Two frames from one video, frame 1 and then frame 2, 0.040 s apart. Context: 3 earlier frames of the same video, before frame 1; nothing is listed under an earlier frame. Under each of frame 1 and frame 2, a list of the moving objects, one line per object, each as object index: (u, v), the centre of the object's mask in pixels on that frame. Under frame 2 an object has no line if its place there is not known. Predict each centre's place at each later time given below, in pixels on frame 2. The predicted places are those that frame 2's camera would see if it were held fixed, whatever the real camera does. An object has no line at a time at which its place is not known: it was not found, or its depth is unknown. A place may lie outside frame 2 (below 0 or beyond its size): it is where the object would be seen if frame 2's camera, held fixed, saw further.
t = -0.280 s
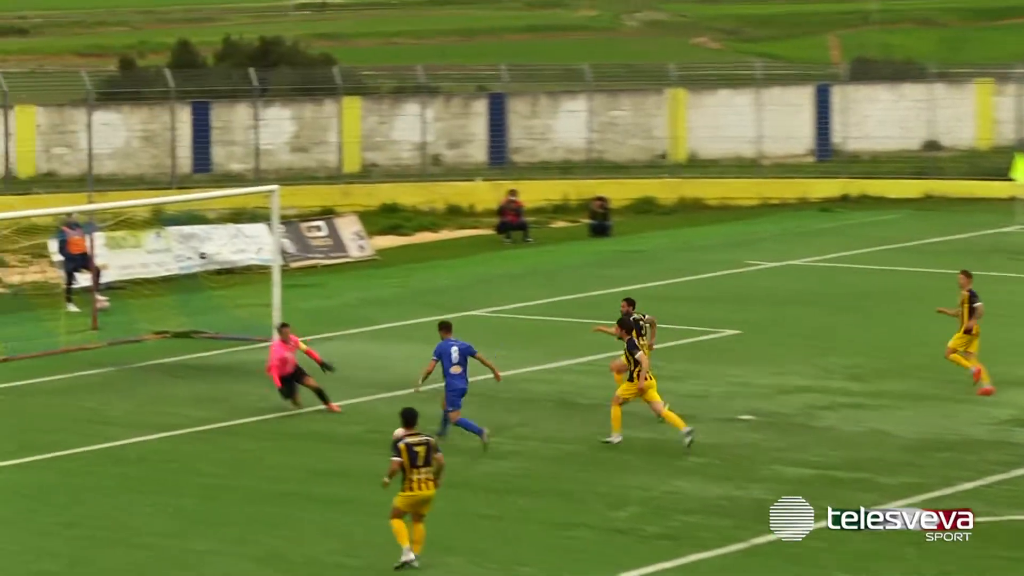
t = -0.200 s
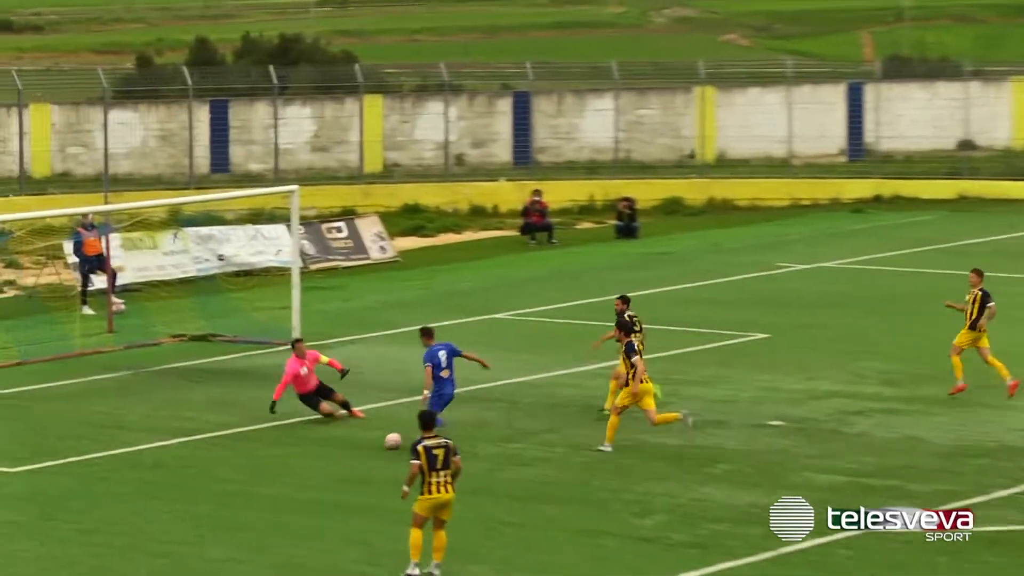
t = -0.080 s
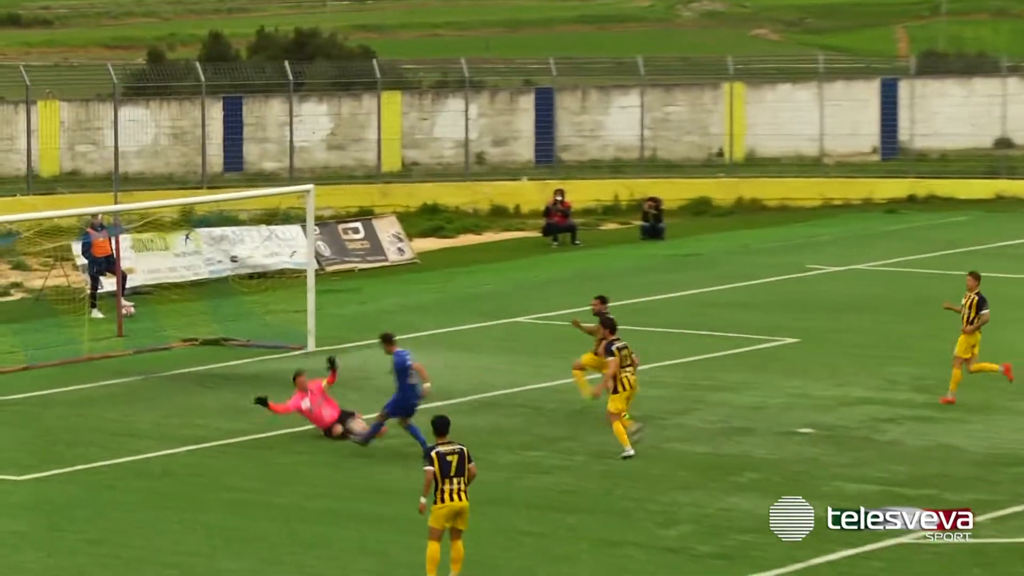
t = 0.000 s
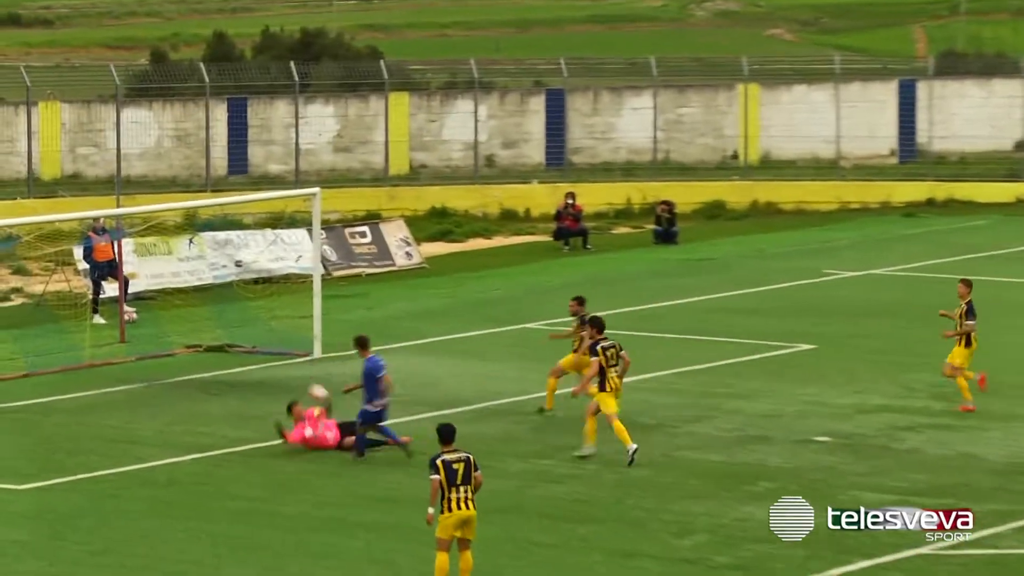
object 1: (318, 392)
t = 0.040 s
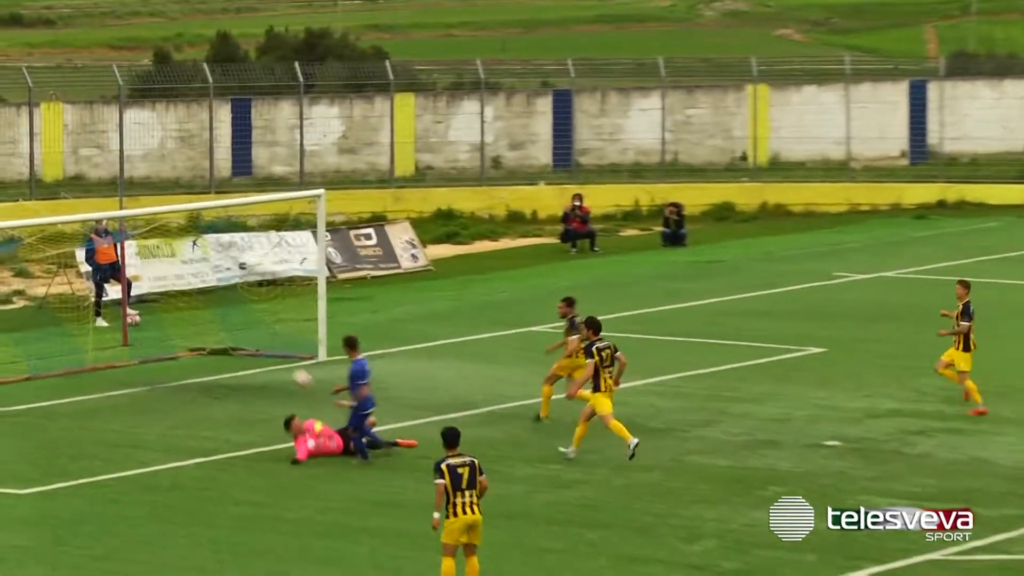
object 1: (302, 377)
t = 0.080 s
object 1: (283, 361)
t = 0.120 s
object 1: (266, 345)
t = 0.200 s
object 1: (235, 320)
